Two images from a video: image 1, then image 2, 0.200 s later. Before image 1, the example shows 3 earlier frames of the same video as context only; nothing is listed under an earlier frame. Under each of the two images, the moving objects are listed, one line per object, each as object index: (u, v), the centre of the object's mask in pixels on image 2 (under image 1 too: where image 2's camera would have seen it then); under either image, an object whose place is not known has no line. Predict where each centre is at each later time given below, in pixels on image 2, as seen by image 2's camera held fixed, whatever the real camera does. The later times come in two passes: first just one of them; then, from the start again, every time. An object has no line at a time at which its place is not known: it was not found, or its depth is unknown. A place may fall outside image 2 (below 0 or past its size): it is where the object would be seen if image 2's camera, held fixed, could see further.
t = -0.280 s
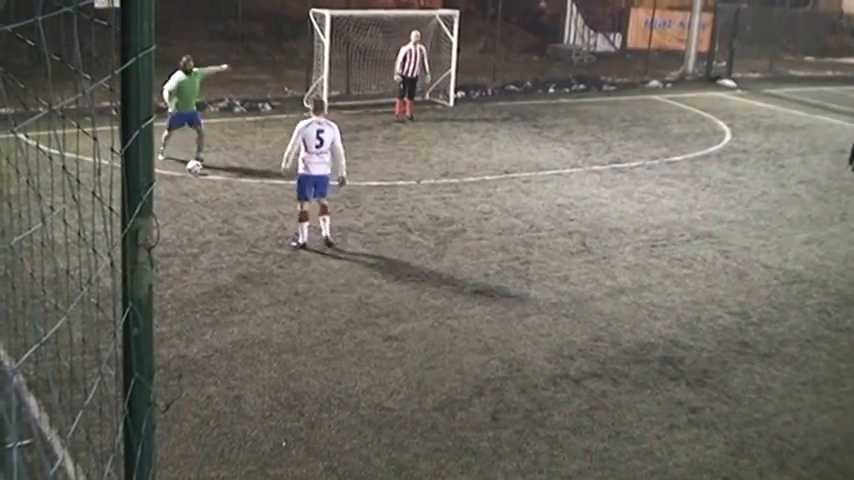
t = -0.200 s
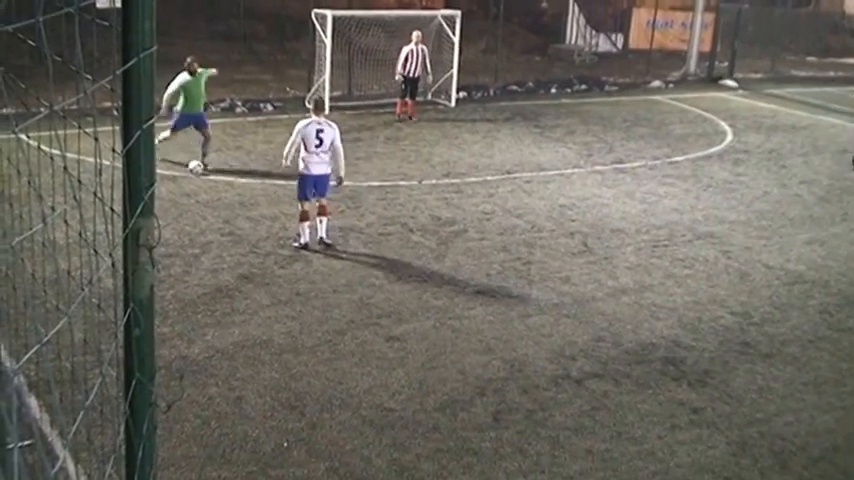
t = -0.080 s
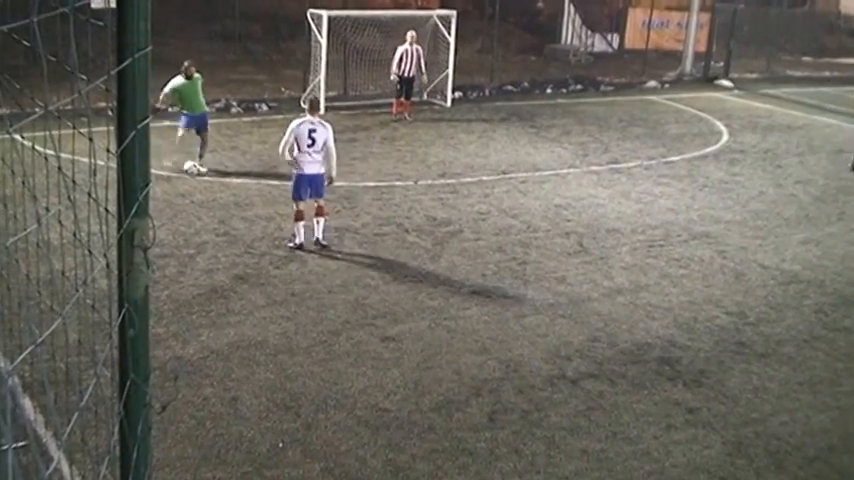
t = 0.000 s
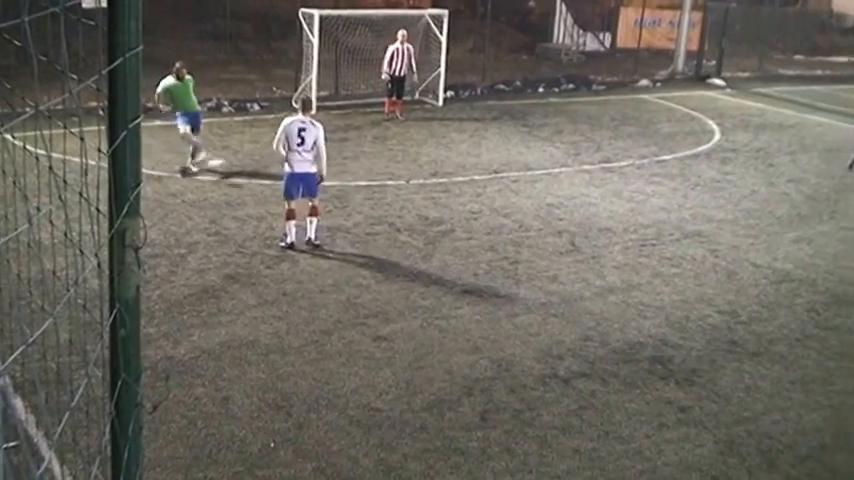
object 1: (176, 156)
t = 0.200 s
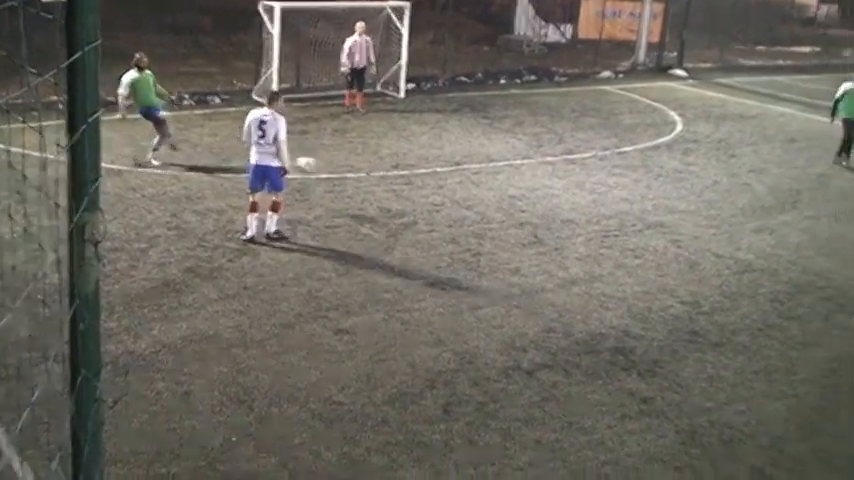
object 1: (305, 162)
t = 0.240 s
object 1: (334, 168)
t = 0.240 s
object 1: (334, 168)
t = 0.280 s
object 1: (361, 176)
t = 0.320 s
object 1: (389, 185)
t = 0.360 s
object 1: (419, 196)
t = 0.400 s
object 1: (448, 208)
